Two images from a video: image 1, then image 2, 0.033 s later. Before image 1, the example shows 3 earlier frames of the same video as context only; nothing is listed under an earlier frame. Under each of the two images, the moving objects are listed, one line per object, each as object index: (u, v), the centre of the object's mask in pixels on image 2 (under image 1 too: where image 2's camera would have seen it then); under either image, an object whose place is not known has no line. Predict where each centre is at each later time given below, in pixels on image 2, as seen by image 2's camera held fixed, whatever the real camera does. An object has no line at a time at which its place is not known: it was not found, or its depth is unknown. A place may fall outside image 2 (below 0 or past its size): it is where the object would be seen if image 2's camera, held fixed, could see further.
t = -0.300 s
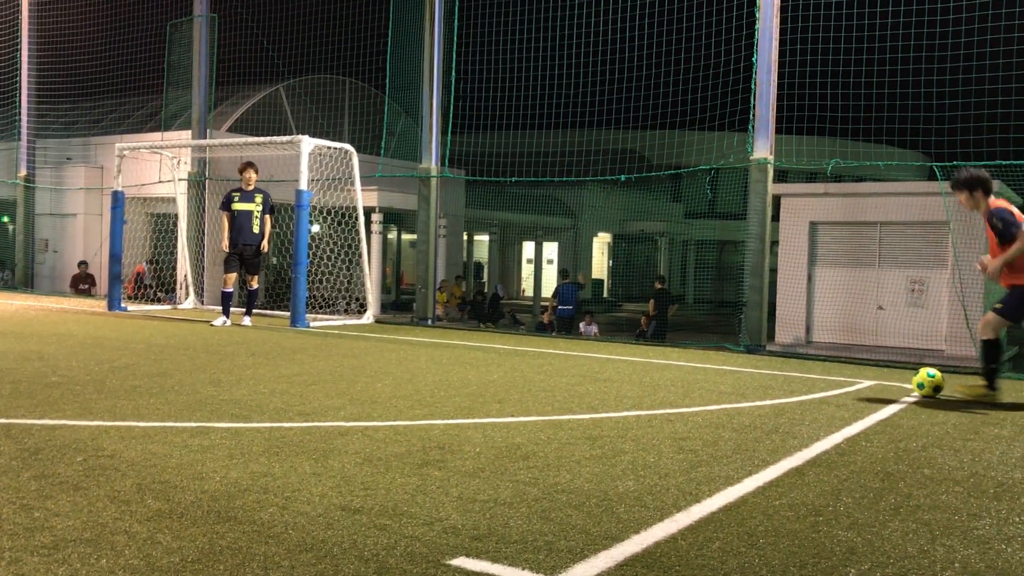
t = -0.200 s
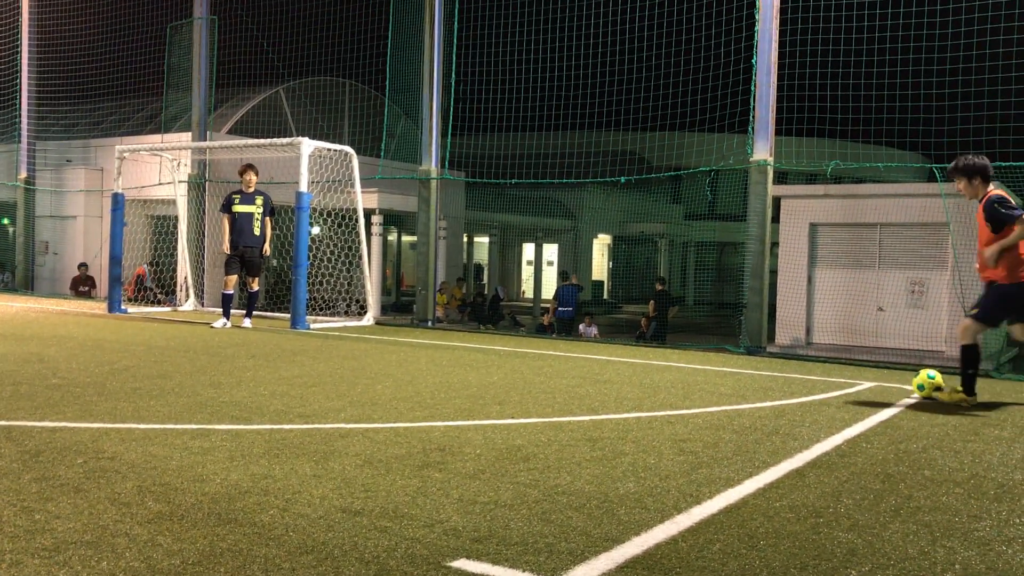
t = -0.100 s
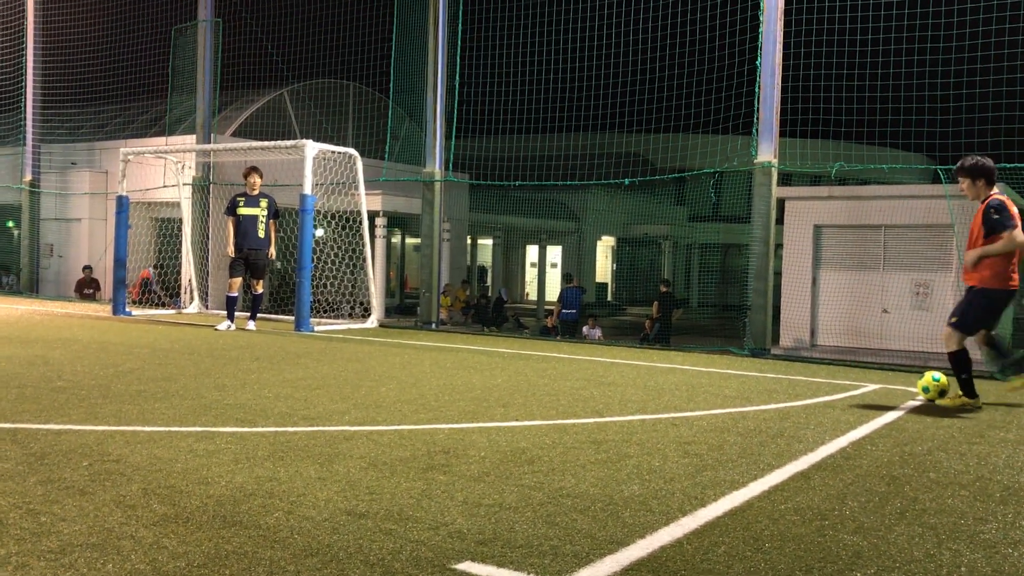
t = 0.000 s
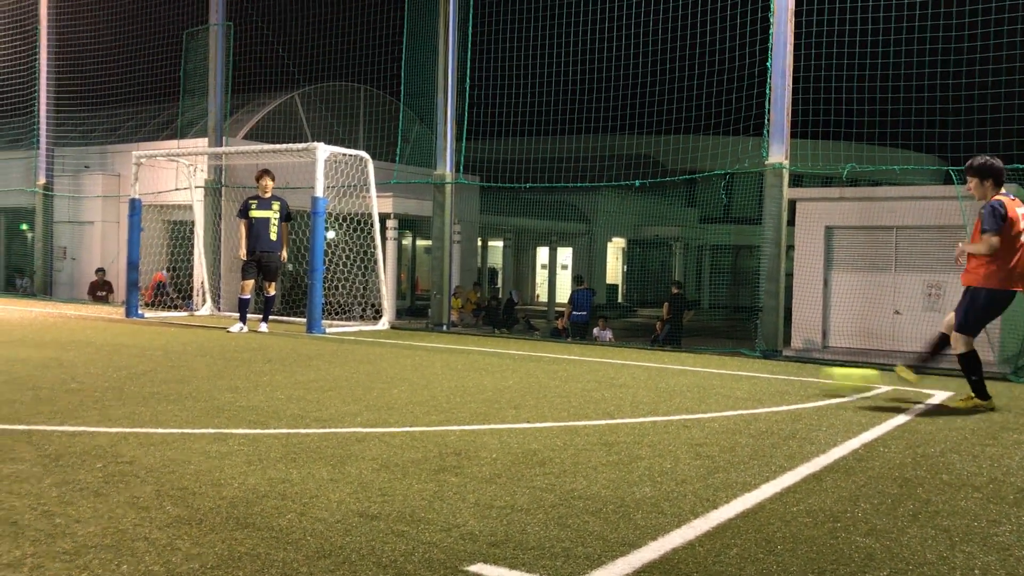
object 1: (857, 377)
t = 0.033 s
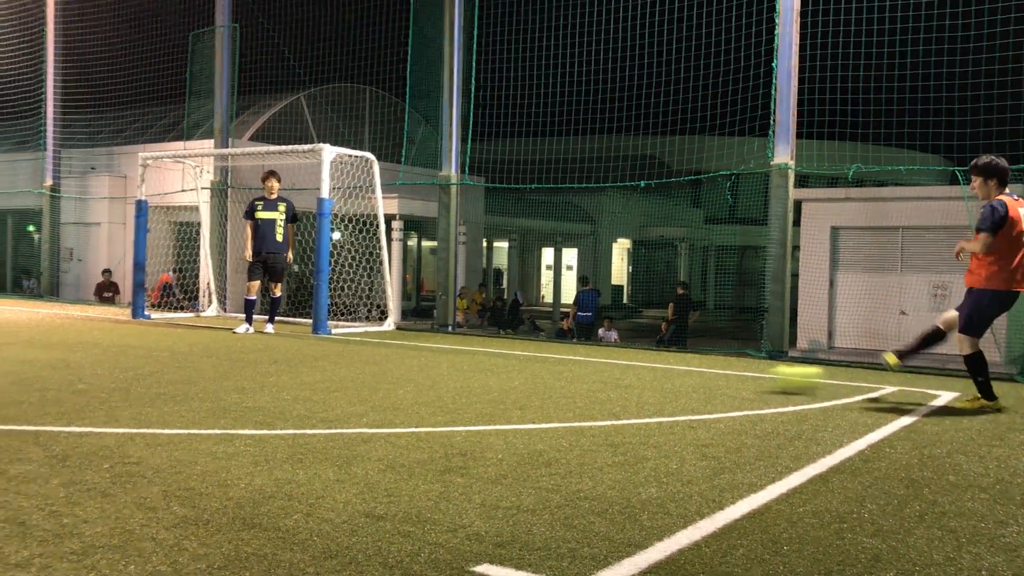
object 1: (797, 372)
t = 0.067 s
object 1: (741, 369)
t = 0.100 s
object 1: (687, 366)
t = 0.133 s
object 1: (635, 366)
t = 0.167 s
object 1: (583, 368)
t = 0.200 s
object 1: (537, 365)
